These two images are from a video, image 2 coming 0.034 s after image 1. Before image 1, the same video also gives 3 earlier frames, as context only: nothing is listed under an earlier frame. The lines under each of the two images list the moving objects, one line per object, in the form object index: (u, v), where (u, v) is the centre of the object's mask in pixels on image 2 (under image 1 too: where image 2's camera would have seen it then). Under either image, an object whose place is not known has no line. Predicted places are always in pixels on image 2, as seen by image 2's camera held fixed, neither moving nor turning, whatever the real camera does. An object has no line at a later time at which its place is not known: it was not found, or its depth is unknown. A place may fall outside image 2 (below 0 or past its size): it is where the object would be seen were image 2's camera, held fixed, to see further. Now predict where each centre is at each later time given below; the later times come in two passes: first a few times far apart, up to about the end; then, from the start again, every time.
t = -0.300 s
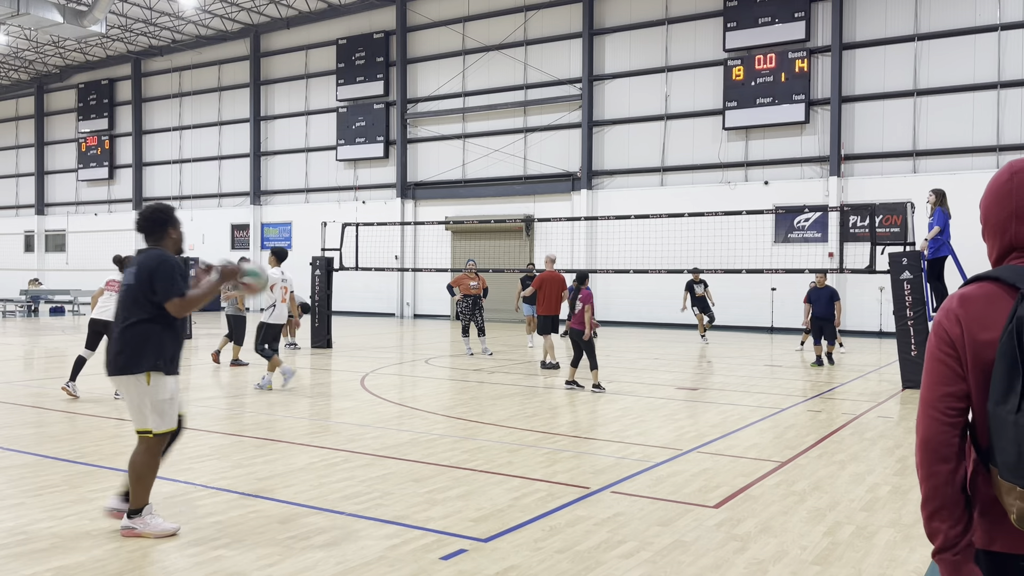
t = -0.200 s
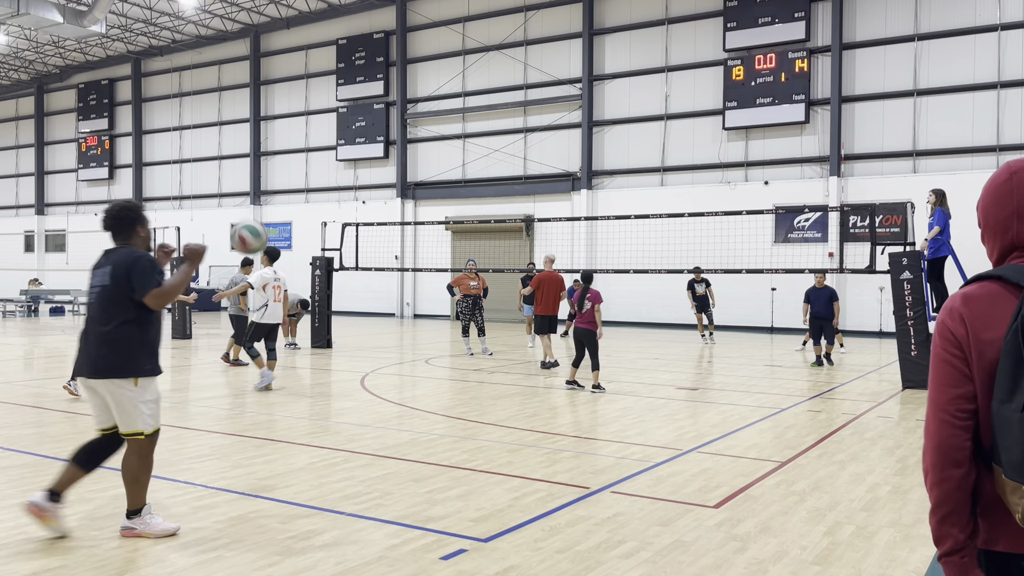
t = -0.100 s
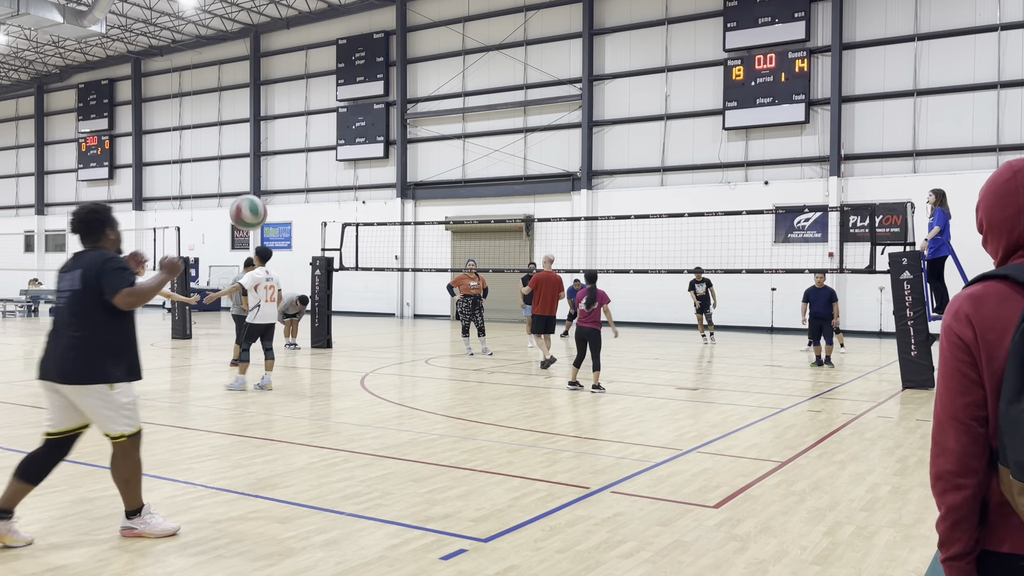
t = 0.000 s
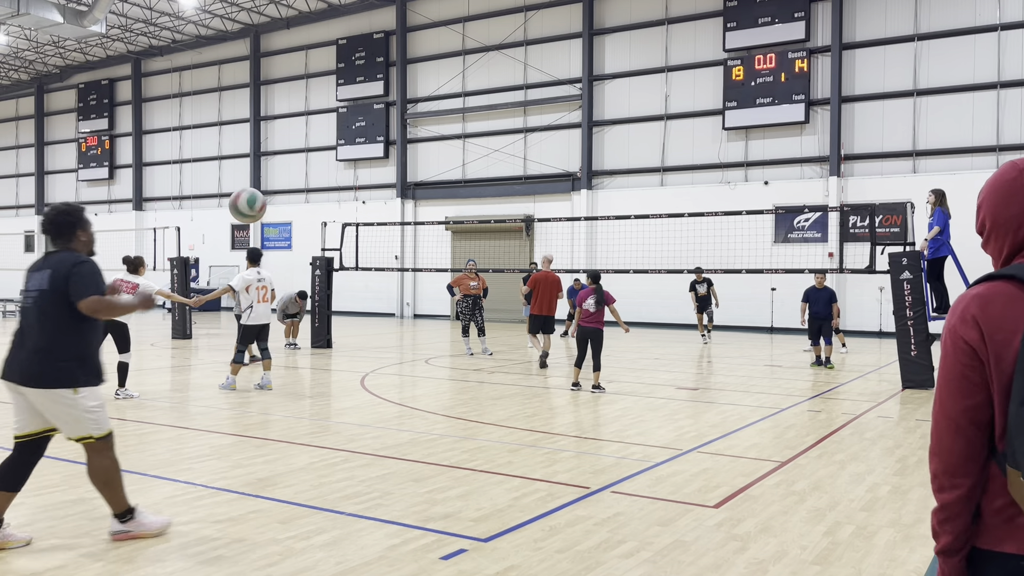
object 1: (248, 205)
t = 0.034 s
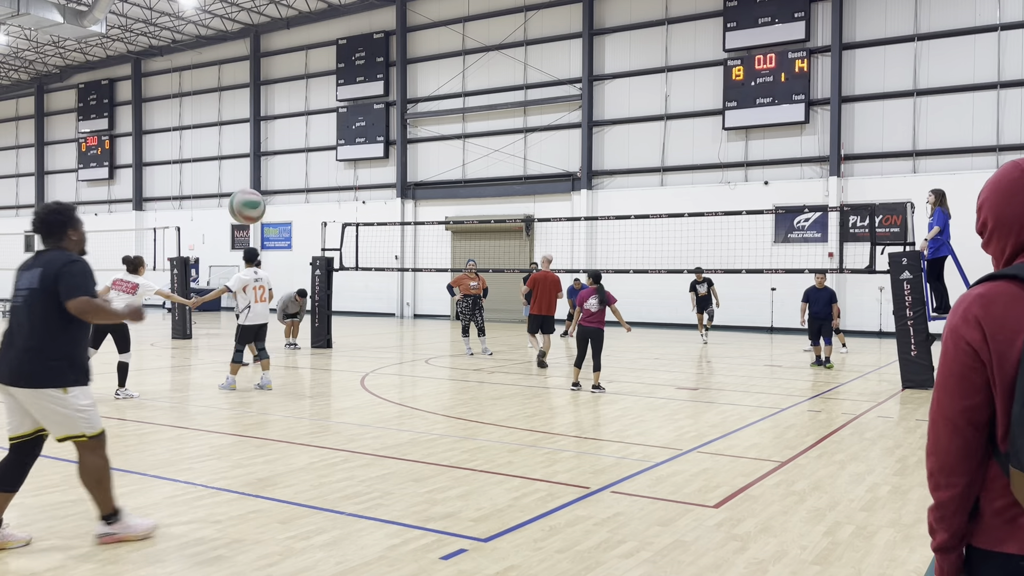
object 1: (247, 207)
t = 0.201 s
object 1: (245, 240)
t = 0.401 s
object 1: (242, 338)
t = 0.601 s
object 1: (240, 495)
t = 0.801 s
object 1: (162, 380)
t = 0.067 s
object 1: (247, 209)
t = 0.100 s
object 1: (246, 214)
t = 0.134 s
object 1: (246, 221)
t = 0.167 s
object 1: (245, 230)
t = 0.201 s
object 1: (245, 240)
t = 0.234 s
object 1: (244, 251)
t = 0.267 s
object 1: (244, 264)
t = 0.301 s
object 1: (244, 281)
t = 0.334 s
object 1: (243, 296)
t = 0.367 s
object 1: (242, 319)
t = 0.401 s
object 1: (242, 338)
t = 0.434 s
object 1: (242, 358)
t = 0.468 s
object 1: (243, 383)
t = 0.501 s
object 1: (241, 409)
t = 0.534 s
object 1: (242, 437)
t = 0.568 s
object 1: (241, 464)
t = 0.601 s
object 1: (240, 495)
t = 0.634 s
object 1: (228, 474)
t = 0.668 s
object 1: (215, 452)
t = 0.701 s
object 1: (202, 431)
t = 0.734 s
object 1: (188, 412)
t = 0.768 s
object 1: (174, 395)
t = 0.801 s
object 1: (162, 380)
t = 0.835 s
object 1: (148, 366)
